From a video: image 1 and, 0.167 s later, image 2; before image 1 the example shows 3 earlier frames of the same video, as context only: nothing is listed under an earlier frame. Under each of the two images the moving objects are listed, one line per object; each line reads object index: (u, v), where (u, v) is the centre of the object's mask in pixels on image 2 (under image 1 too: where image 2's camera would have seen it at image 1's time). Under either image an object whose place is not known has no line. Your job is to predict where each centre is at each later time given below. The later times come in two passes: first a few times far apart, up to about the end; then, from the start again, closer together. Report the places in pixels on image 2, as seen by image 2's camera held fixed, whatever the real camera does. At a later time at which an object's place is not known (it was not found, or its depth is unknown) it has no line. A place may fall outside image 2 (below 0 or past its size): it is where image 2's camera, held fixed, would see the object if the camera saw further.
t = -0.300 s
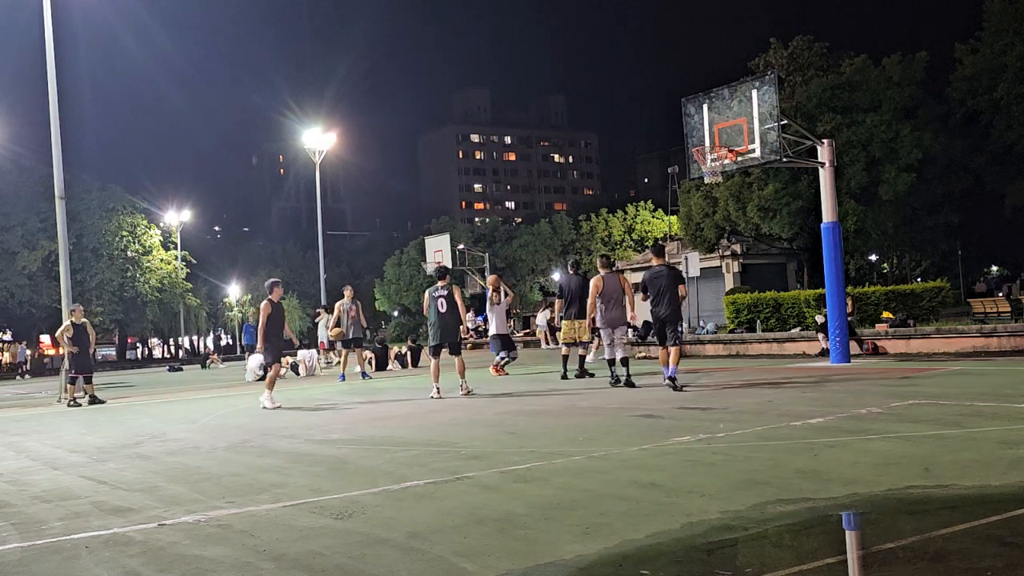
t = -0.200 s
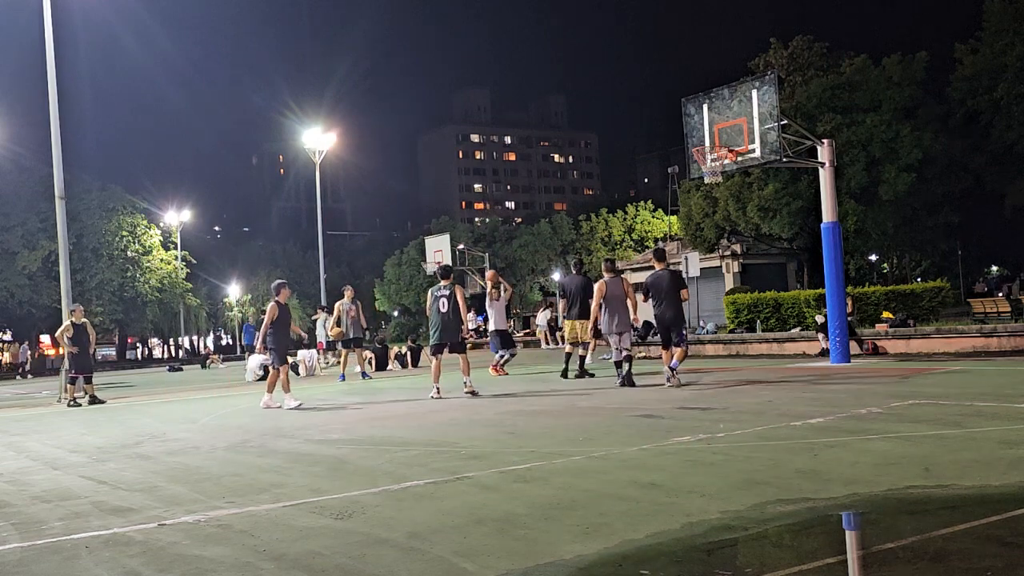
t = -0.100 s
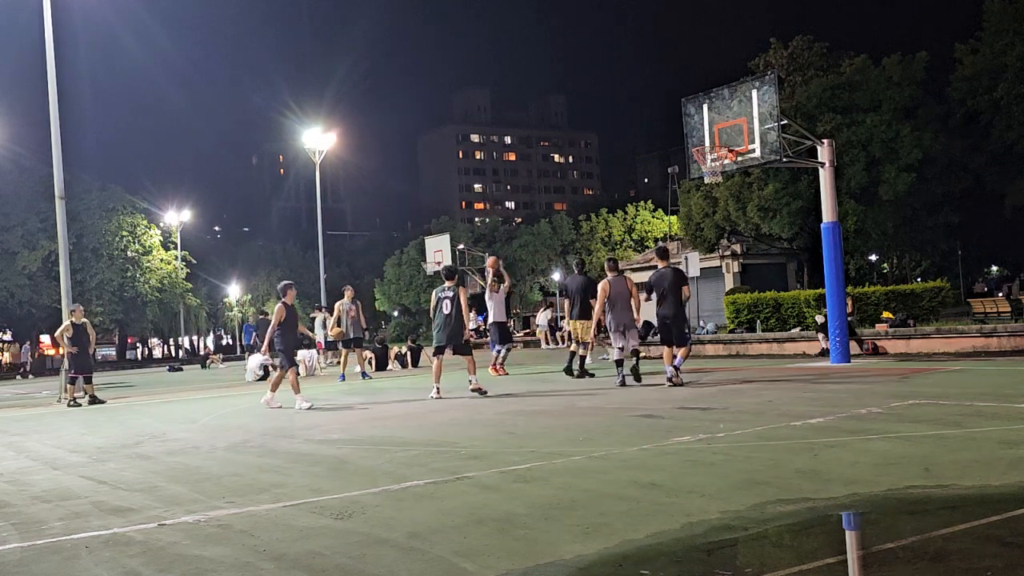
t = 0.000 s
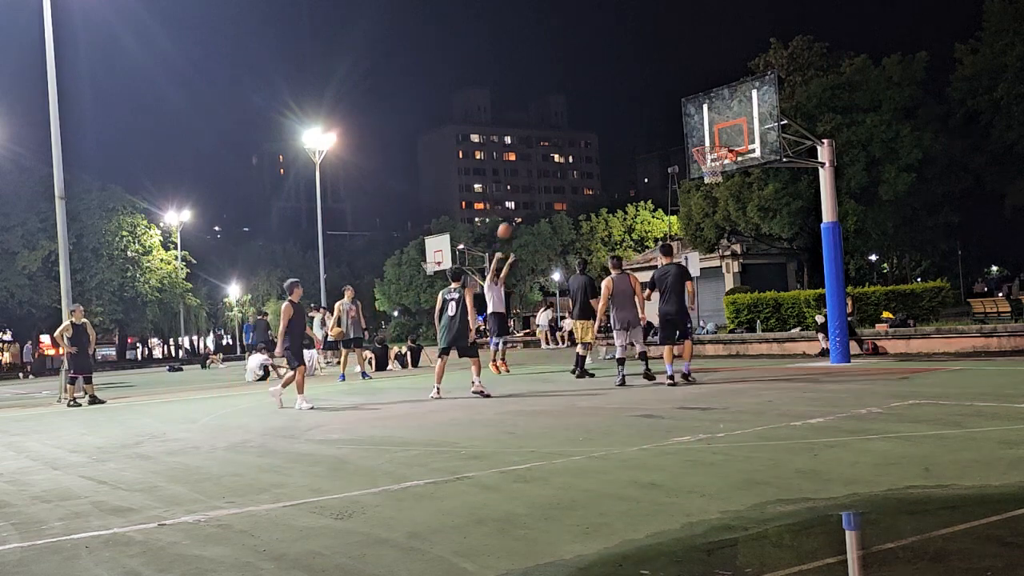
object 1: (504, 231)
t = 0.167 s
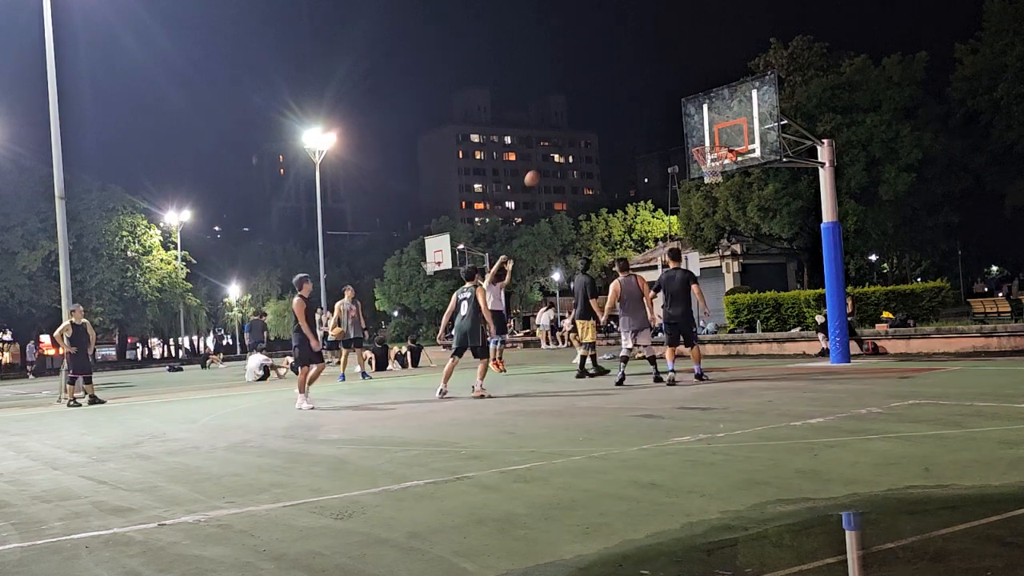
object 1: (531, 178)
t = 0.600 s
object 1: (617, 109)
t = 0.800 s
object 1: (665, 113)
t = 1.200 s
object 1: (731, 122)
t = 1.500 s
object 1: (759, 149)
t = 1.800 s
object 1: (798, 261)
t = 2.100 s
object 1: (837, 319)
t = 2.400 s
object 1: (862, 196)
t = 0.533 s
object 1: (602, 112)
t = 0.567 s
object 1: (609, 110)
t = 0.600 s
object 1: (617, 109)
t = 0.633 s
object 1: (624, 108)
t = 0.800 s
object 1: (665, 113)
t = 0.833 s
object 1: (673, 116)
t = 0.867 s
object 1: (682, 121)
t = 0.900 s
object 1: (691, 126)
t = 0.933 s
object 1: (699, 132)
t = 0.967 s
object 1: (711, 138)
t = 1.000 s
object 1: (718, 140)
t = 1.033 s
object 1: (719, 137)
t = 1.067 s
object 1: (722, 133)
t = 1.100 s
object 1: (724, 129)
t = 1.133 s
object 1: (726, 126)
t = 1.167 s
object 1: (729, 124)
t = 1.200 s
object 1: (731, 122)
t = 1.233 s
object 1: (734, 122)
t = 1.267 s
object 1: (737, 122)
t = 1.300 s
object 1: (739, 123)
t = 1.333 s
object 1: (743, 125)
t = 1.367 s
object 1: (745, 127)
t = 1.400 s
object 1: (749, 132)
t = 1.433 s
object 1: (752, 136)
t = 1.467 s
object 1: (756, 142)
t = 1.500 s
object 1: (759, 149)
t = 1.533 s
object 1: (763, 158)
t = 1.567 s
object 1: (766, 166)
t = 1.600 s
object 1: (770, 176)
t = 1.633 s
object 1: (775, 187)
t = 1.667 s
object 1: (779, 199)
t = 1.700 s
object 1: (783, 212)
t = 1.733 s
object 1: (788, 228)
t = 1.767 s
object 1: (793, 244)
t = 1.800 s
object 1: (798, 261)
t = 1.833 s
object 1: (803, 279)
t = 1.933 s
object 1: (818, 346)
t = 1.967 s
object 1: (826, 372)
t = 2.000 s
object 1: (831, 378)
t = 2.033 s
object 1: (832, 357)
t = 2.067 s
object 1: (835, 337)
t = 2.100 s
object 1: (837, 319)
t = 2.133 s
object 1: (839, 302)
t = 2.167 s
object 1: (841, 286)
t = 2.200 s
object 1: (844, 269)
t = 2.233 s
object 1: (847, 256)
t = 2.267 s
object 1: (850, 242)
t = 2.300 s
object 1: (852, 229)
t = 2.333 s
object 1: (855, 218)
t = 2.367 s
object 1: (858, 207)
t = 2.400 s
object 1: (862, 196)
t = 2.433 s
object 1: (865, 188)
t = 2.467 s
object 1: (868, 180)
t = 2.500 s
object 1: (872, 173)
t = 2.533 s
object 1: (876, 167)
